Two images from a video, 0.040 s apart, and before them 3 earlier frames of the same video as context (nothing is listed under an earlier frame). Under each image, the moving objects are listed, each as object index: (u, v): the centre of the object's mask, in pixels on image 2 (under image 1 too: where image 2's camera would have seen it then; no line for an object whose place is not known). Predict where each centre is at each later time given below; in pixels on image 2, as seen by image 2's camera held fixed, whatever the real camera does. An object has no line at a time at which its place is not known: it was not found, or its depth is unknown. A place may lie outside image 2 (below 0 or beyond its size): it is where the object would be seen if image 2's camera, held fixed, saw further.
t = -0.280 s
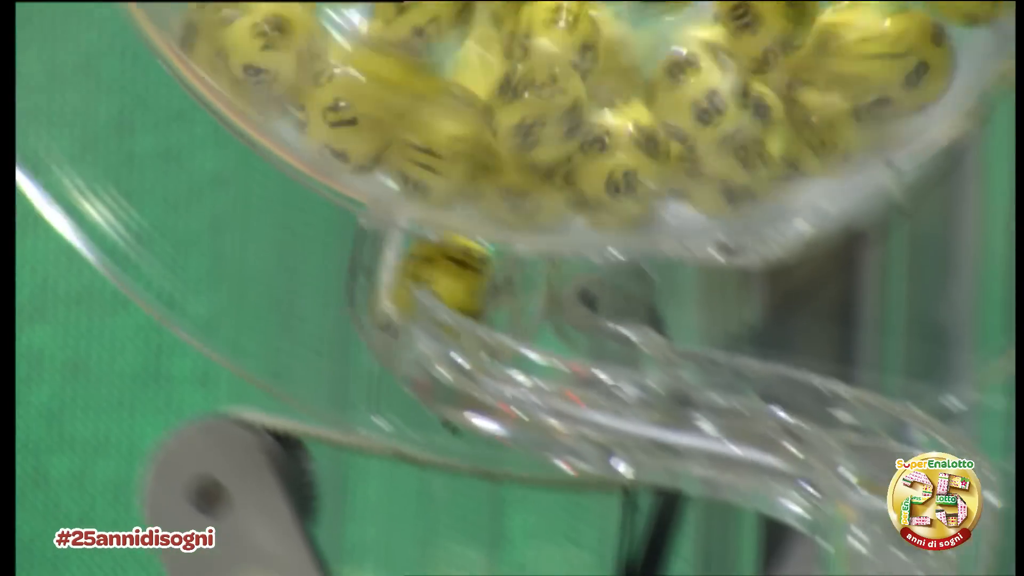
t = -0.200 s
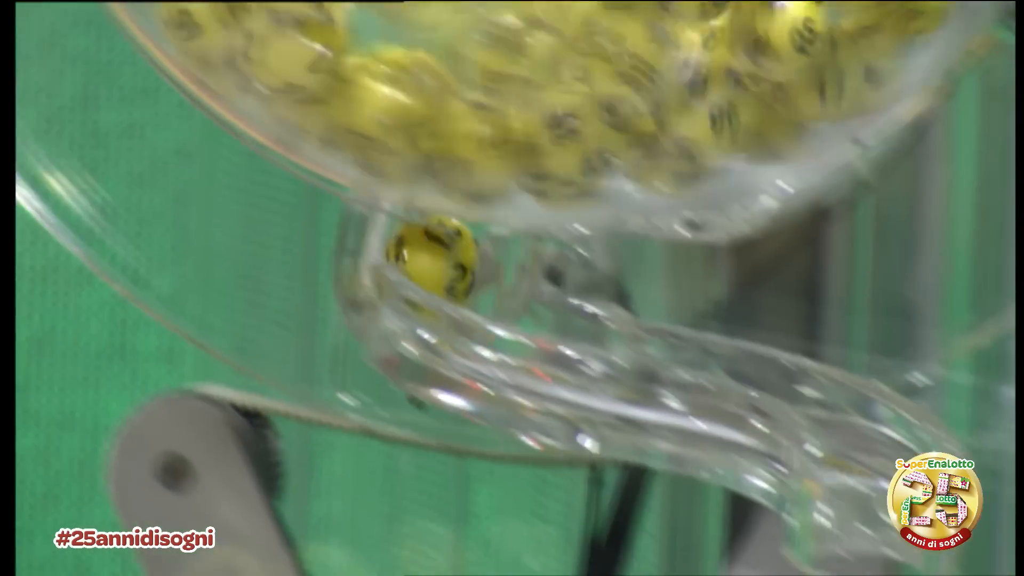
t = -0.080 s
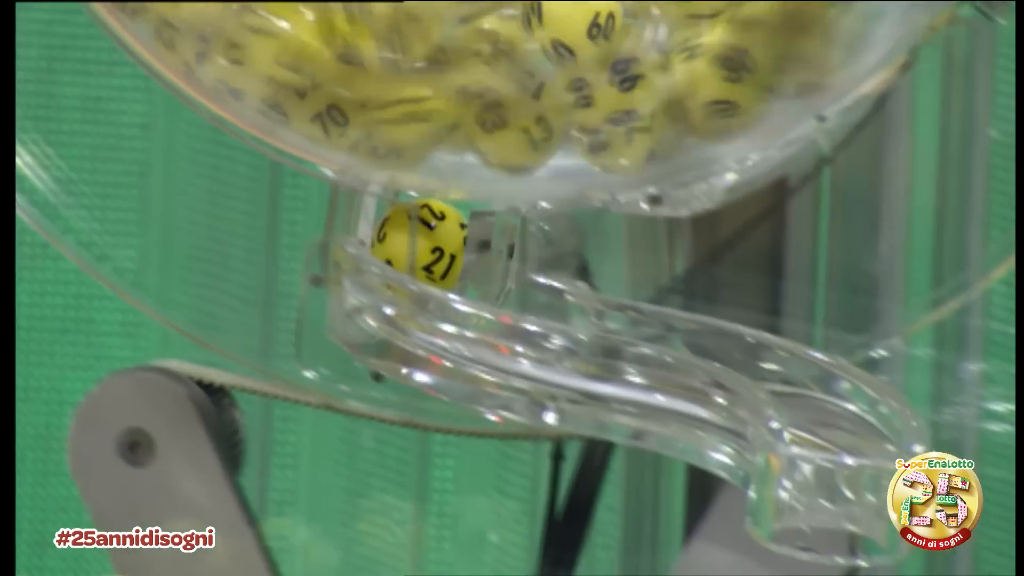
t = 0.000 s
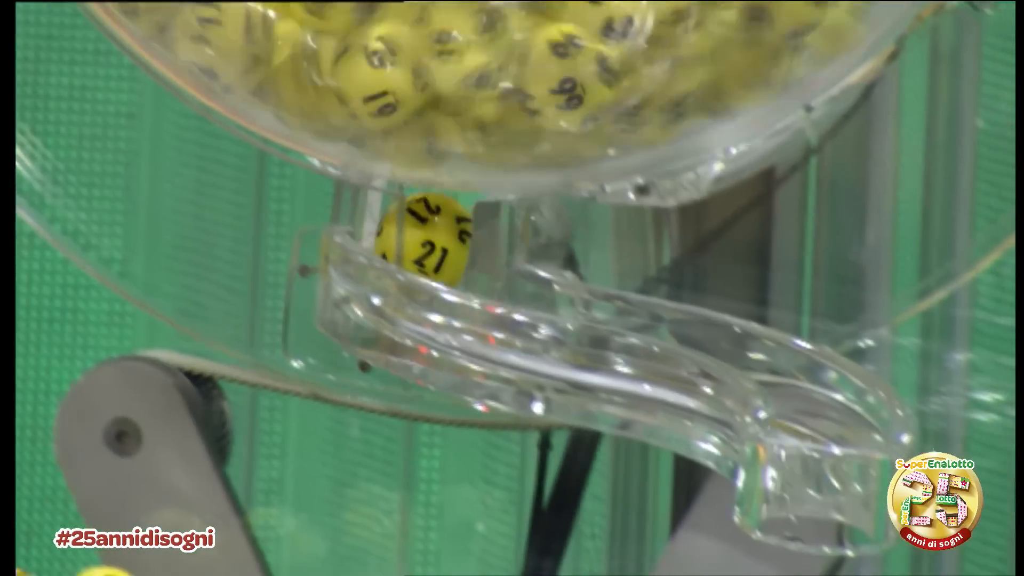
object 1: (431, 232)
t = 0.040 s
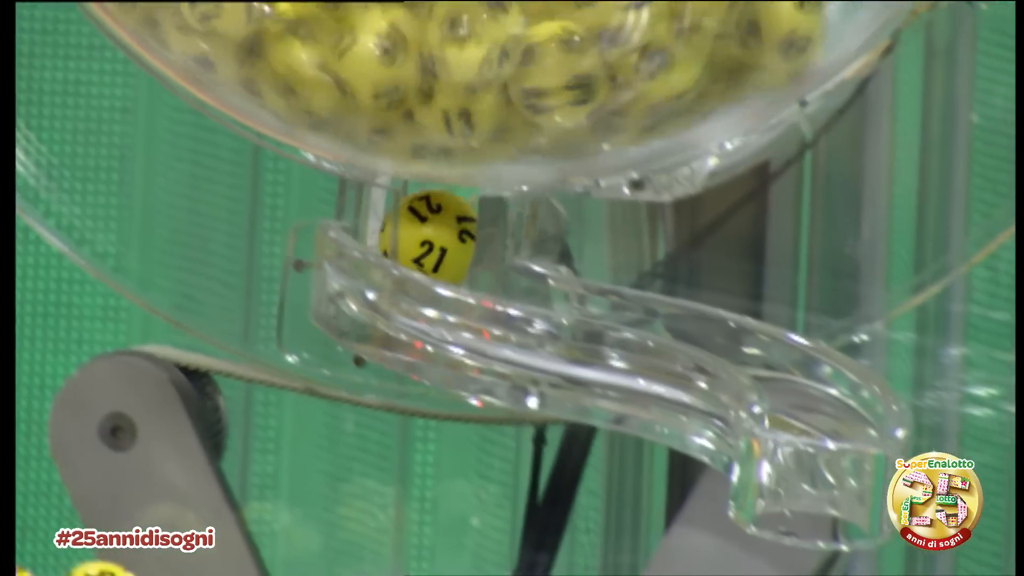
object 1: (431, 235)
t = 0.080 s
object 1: (441, 238)
